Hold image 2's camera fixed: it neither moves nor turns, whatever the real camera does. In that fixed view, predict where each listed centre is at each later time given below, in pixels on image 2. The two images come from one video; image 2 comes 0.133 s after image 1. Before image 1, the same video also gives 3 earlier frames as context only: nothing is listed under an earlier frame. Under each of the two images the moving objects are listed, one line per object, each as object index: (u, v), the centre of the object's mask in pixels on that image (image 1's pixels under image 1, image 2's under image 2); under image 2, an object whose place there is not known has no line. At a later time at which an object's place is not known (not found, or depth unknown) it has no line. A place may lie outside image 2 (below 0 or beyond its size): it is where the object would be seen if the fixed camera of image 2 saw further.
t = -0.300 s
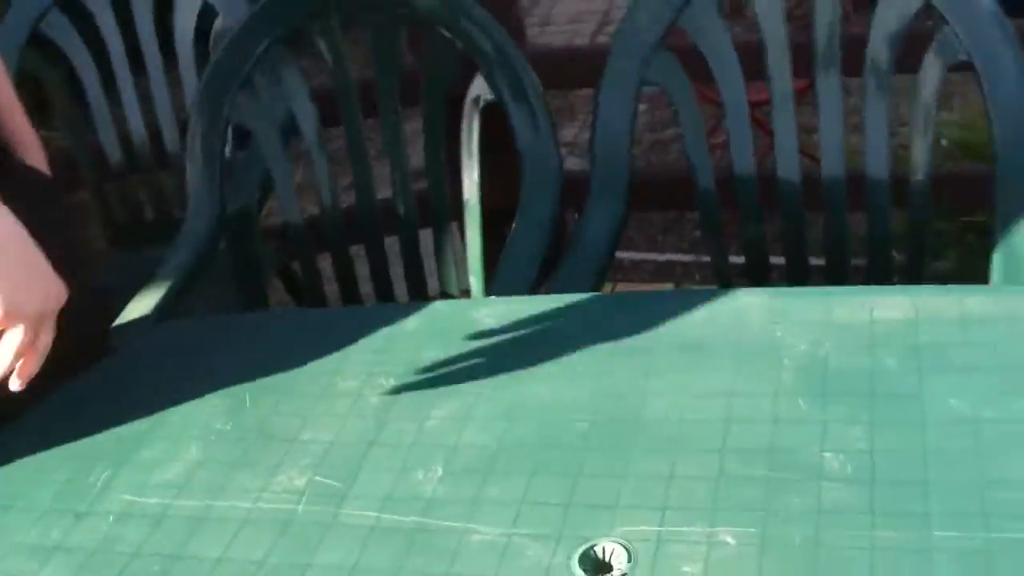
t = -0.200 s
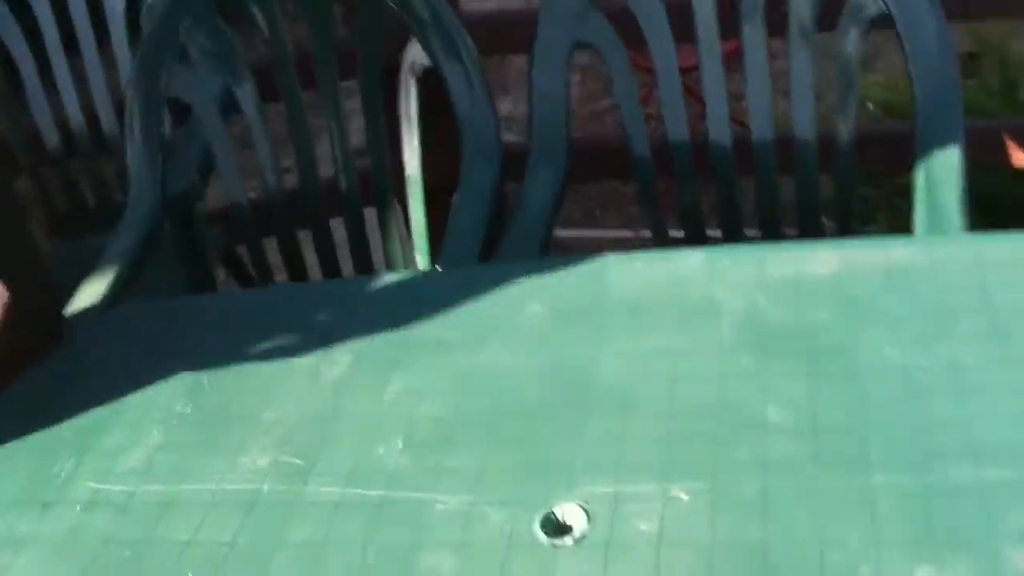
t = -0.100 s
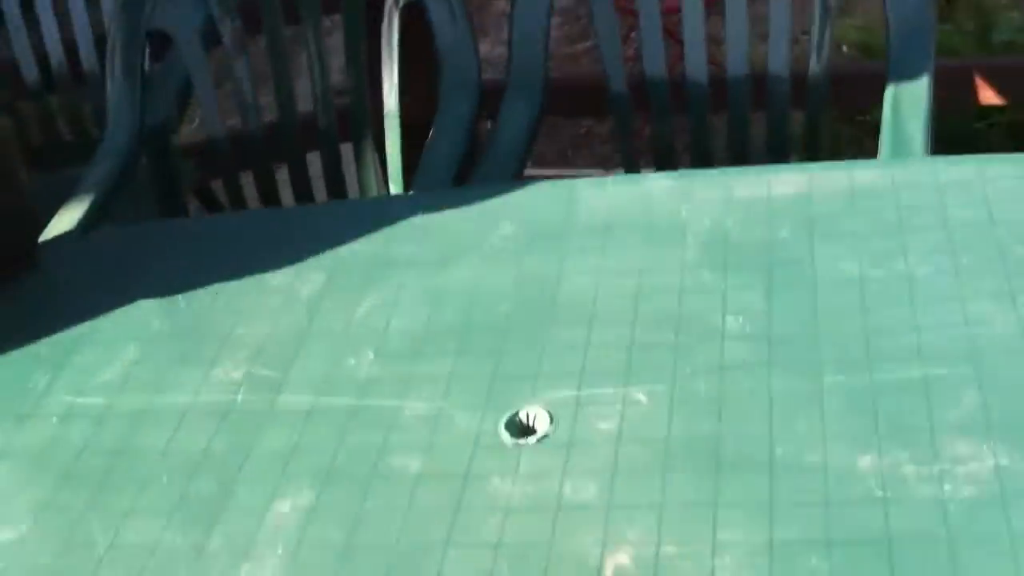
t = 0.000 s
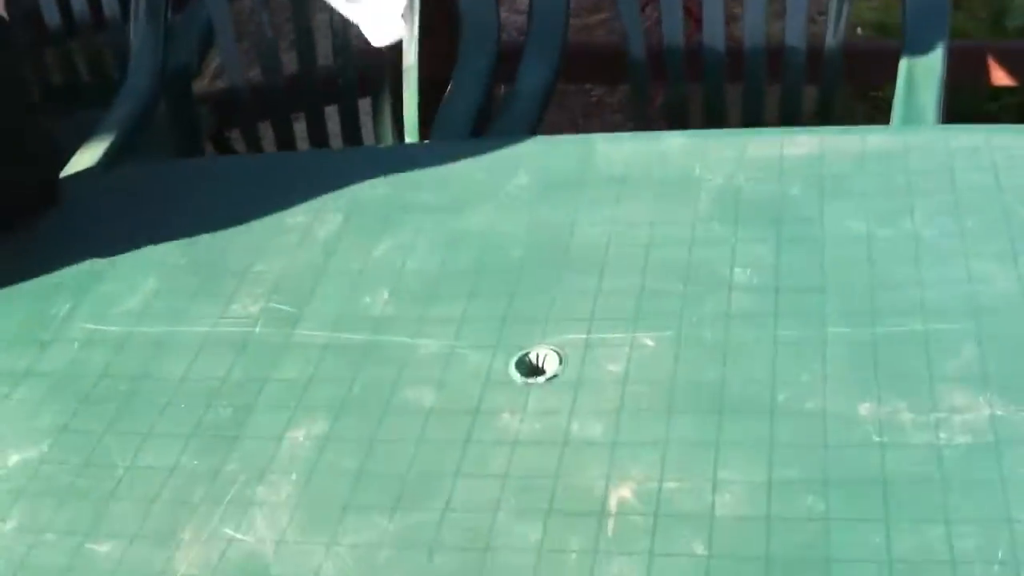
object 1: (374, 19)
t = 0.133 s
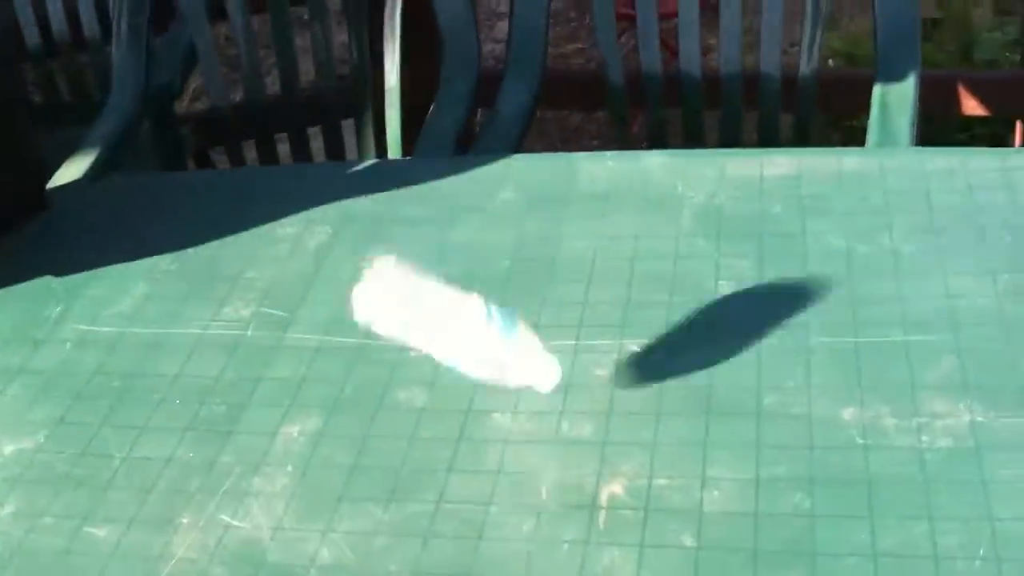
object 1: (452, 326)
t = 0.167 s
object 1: (471, 402)
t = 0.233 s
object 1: (483, 387)
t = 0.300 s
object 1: (510, 393)
